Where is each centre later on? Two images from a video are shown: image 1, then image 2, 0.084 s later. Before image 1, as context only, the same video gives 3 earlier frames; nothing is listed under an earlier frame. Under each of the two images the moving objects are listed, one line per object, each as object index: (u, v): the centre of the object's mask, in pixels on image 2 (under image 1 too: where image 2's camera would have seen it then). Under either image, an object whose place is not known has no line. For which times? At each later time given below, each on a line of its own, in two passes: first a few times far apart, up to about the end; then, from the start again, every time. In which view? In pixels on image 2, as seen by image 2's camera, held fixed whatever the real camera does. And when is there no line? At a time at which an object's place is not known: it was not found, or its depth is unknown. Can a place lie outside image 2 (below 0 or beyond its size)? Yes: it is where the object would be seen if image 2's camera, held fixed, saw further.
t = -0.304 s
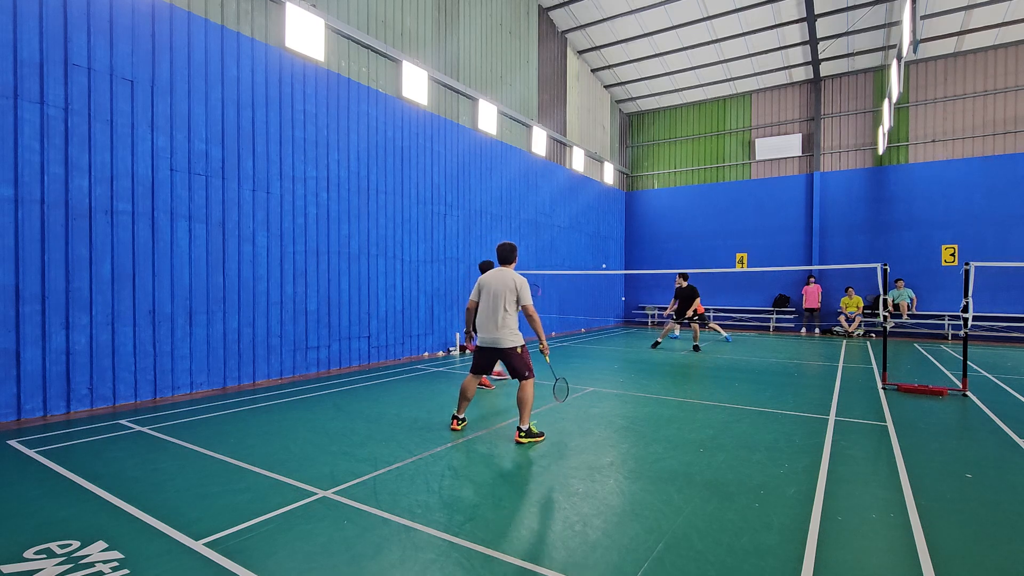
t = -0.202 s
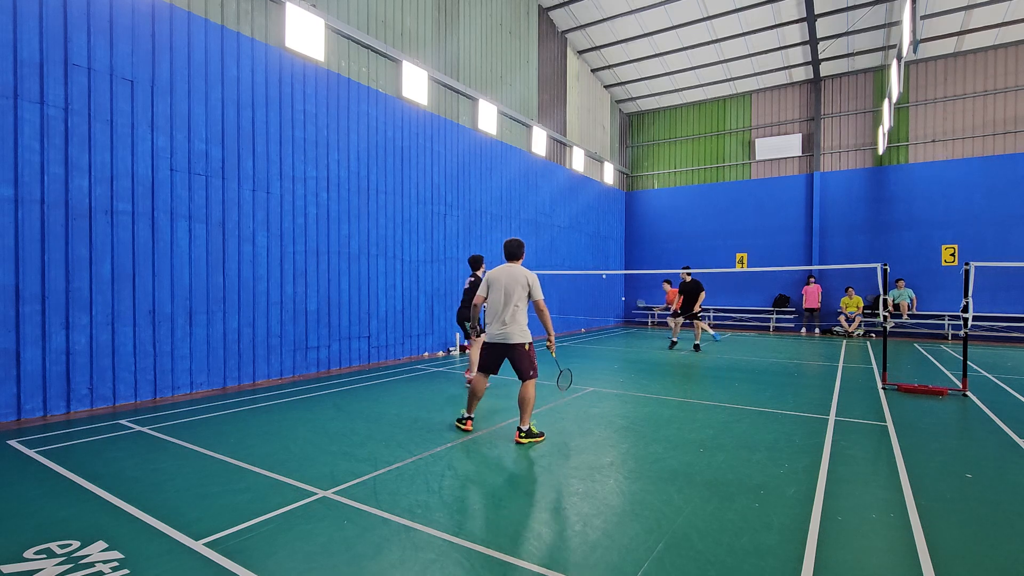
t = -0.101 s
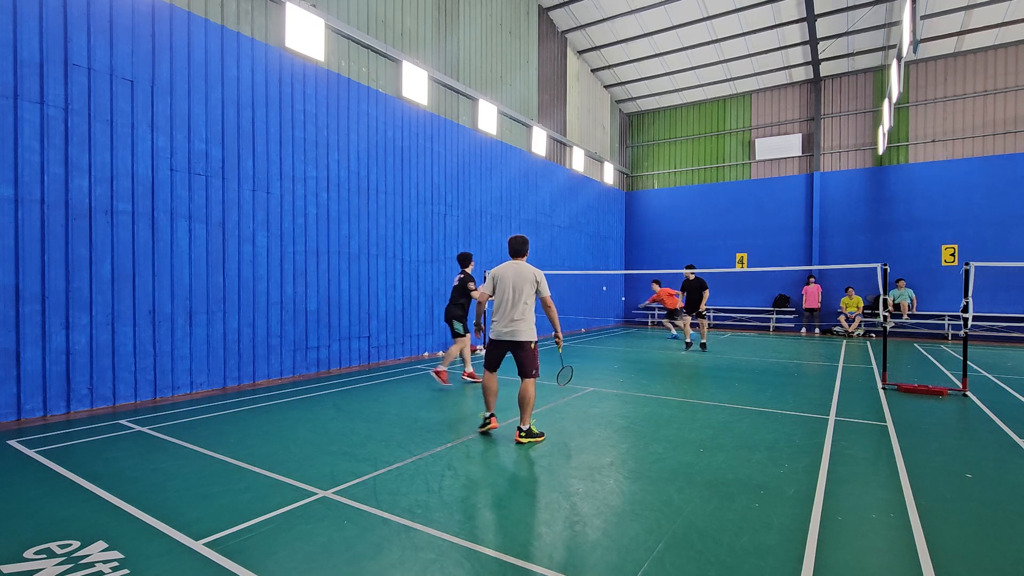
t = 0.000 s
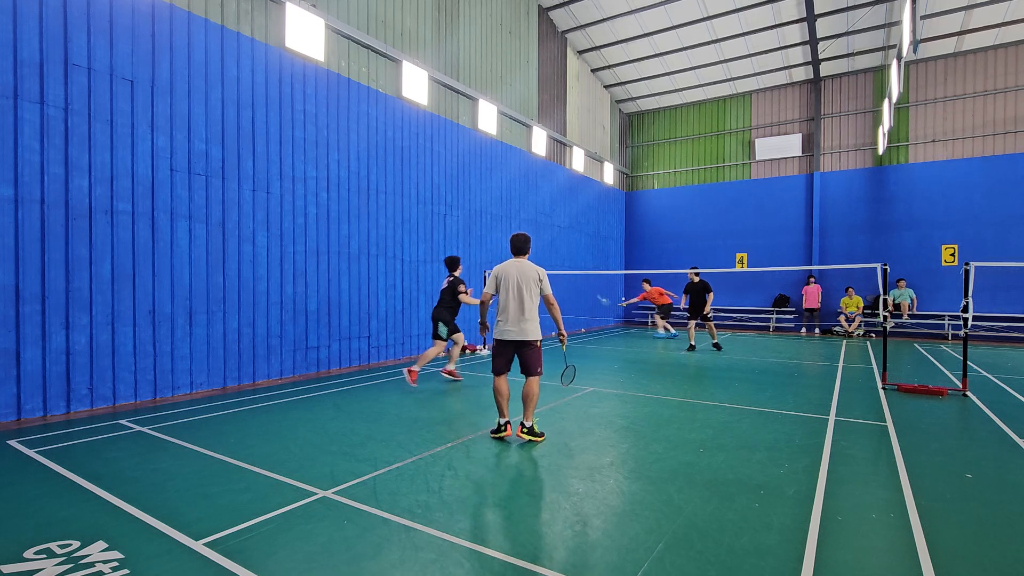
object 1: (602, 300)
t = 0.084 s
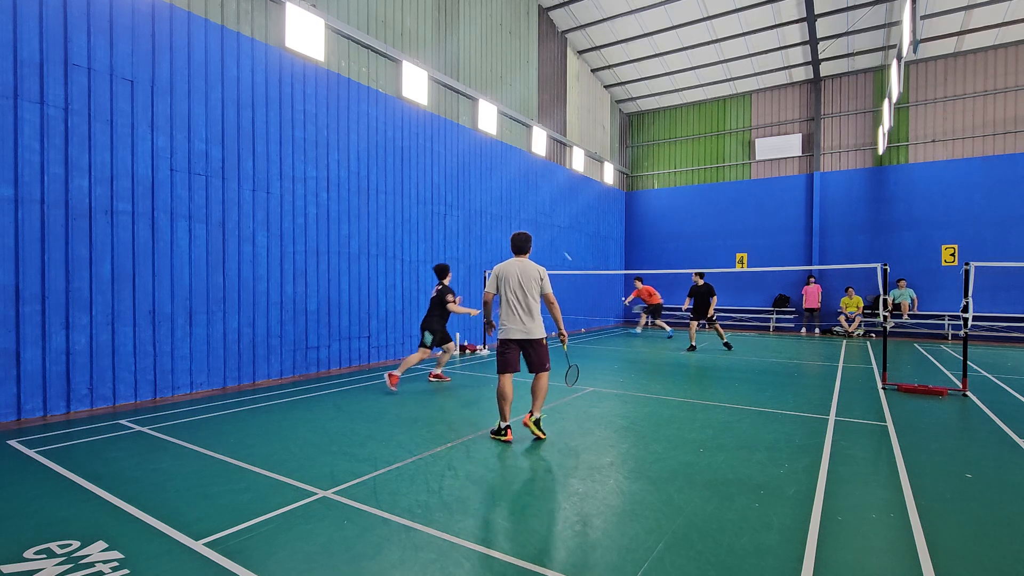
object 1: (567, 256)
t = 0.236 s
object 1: (519, 206)
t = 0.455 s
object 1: (459, 165)
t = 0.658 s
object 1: (403, 155)
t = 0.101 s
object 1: (561, 249)
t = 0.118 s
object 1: (556, 243)
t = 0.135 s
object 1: (550, 237)
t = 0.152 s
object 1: (544, 231)
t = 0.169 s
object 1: (539, 226)
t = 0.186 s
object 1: (534, 221)
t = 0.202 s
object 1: (529, 216)
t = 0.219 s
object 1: (524, 211)
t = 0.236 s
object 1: (519, 206)
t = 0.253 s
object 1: (515, 202)
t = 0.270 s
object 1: (510, 197)
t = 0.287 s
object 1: (505, 194)
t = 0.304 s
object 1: (501, 190)
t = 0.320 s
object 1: (496, 186)
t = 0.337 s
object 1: (491, 183)
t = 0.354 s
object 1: (486, 180)
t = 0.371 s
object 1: (482, 177)
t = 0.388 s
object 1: (477, 174)
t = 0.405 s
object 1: (472, 171)
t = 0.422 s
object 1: (468, 169)
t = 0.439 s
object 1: (463, 167)
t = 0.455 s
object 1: (459, 165)
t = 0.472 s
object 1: (454, 163)
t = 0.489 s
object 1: (450, 161)
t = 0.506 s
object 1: (445, 159)
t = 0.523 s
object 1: (440, 158)
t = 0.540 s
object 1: (436, 157)
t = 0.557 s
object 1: (431, 156)
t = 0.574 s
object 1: (426, 155)
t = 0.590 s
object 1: (422, 155)
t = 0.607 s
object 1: (418, 155)
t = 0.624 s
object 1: (413, 154)
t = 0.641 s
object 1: (408, 154)
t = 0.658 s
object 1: (403, 155)
